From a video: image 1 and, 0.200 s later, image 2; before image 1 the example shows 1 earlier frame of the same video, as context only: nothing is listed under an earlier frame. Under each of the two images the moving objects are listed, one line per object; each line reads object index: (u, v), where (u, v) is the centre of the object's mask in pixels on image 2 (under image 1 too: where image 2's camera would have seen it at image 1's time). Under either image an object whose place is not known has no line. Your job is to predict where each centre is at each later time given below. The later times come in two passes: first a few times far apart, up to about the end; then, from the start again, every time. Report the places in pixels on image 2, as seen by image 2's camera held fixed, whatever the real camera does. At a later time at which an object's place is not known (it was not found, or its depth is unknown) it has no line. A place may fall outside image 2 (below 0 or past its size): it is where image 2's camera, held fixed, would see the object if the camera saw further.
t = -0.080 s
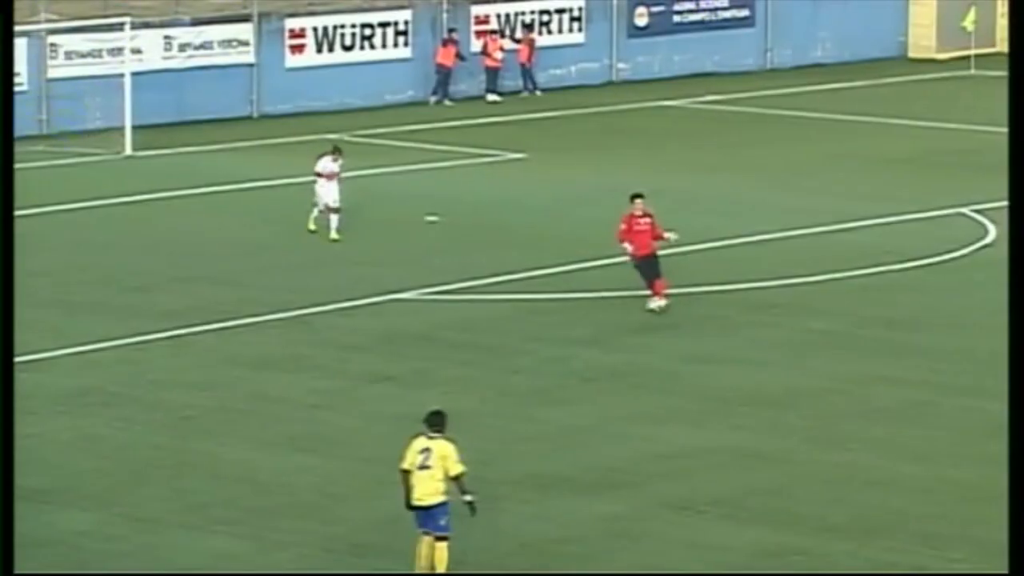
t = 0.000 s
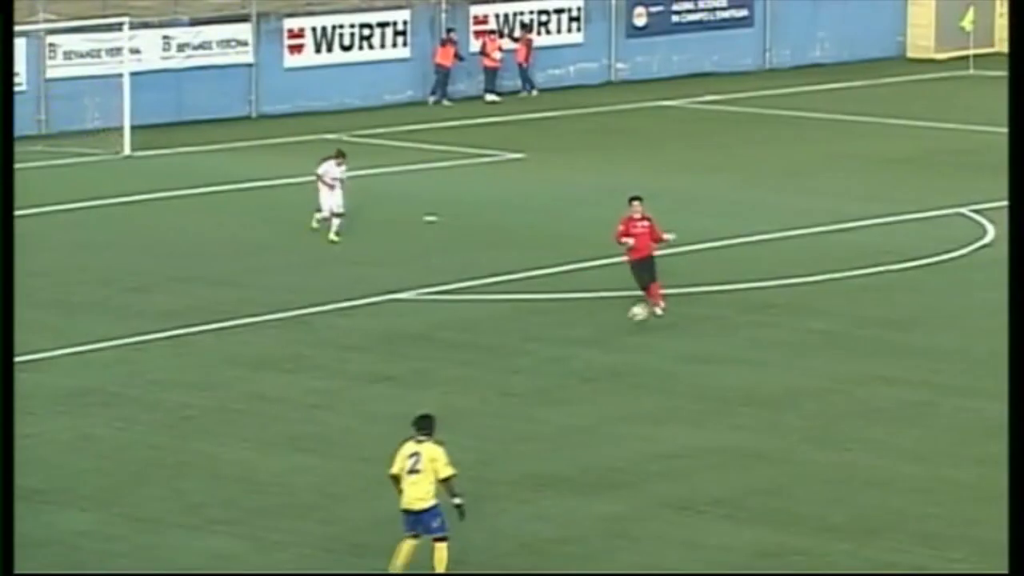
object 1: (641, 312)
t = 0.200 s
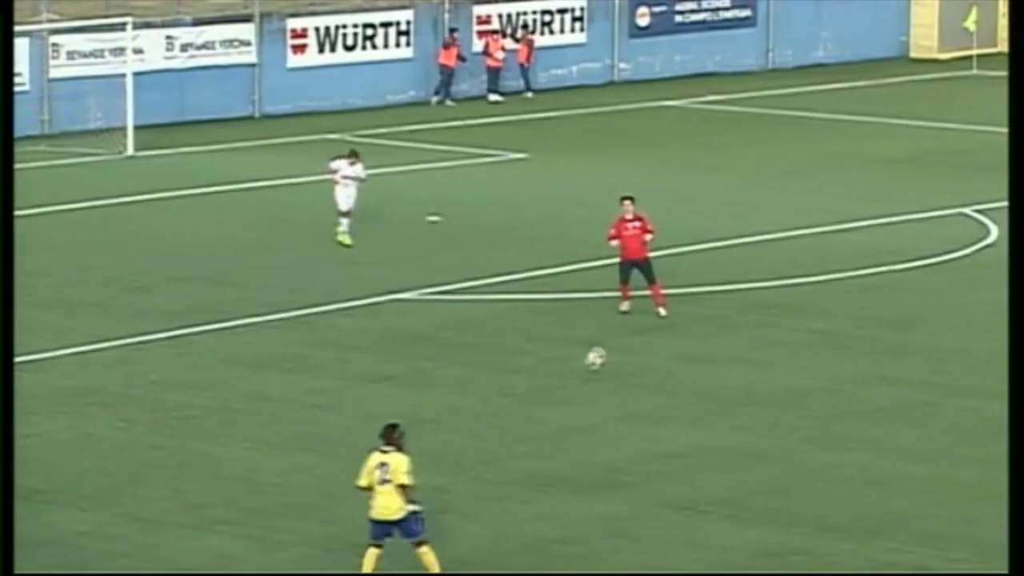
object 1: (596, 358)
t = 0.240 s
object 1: (585, 373)
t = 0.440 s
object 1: (535, 392)
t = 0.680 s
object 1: (472, 443)
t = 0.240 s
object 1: (585, 373)
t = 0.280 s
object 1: (574, 386)
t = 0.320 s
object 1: (565, 388)
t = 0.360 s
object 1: (555, 387)
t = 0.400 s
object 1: (545, 389)
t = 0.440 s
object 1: (535, 392)
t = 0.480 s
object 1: (524, 396)
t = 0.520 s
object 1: (515, 402)
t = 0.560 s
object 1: (504, 410)
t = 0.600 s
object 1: (493, 419)
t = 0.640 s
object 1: (484, 430)
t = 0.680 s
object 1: (472, 443)
